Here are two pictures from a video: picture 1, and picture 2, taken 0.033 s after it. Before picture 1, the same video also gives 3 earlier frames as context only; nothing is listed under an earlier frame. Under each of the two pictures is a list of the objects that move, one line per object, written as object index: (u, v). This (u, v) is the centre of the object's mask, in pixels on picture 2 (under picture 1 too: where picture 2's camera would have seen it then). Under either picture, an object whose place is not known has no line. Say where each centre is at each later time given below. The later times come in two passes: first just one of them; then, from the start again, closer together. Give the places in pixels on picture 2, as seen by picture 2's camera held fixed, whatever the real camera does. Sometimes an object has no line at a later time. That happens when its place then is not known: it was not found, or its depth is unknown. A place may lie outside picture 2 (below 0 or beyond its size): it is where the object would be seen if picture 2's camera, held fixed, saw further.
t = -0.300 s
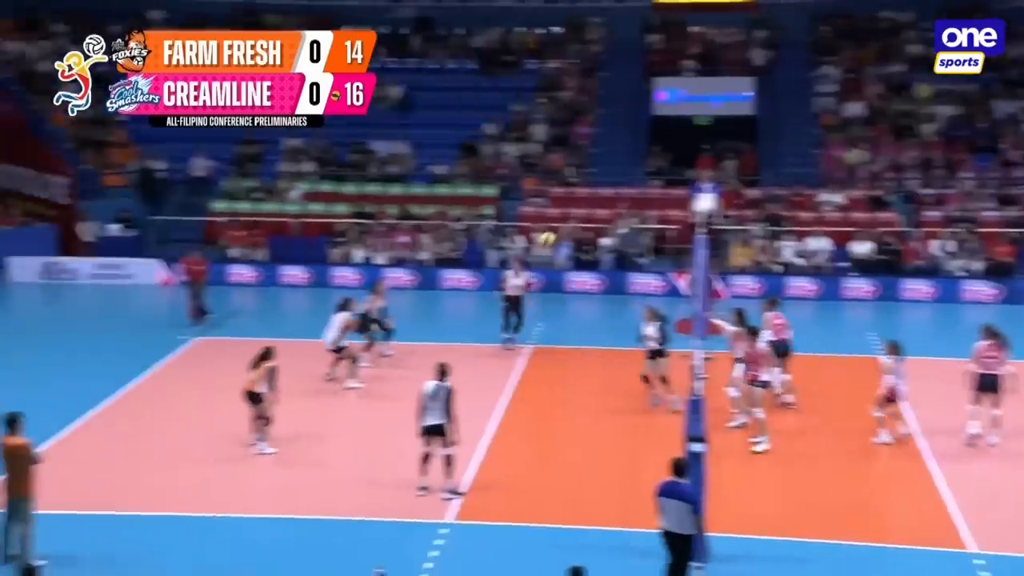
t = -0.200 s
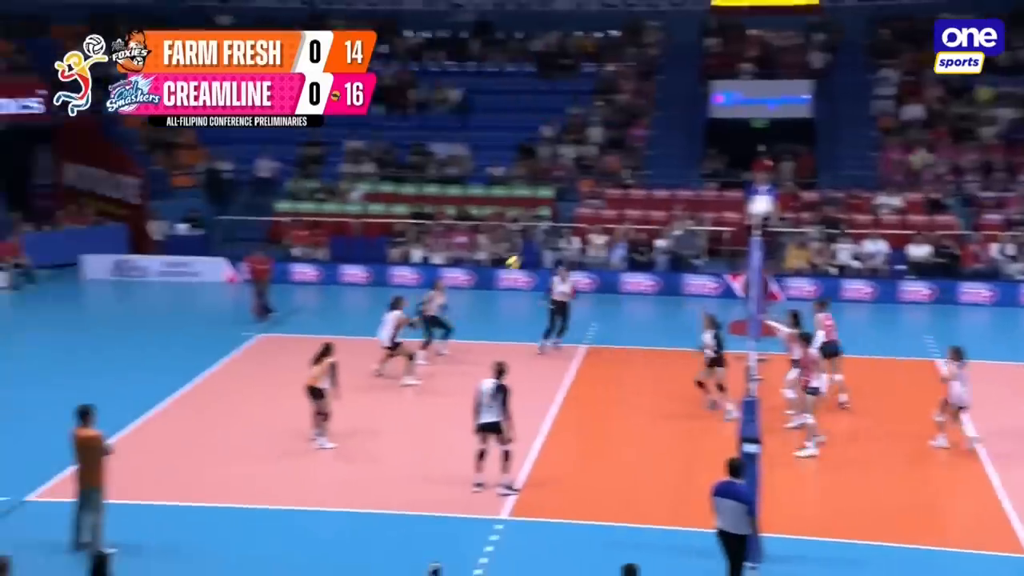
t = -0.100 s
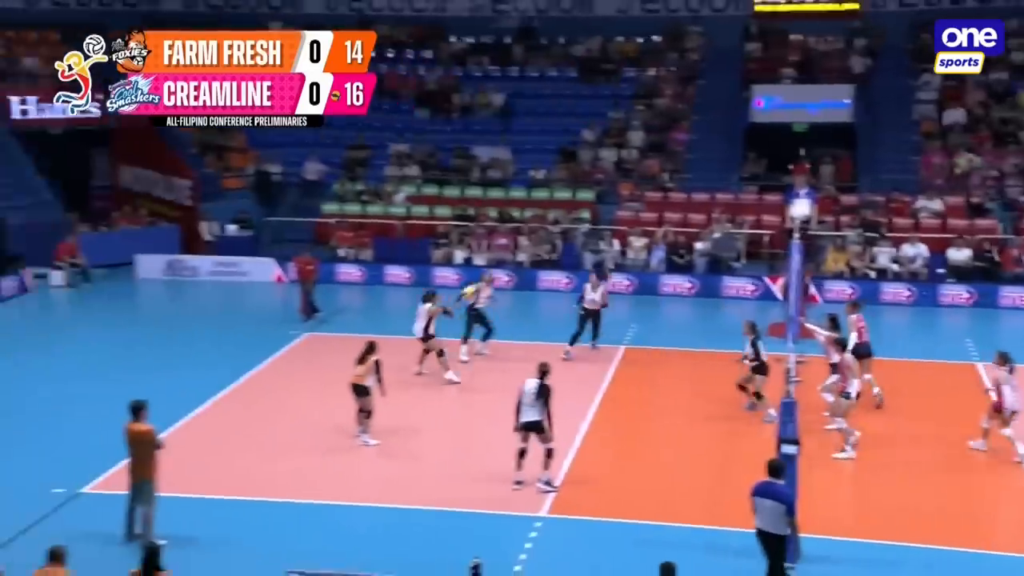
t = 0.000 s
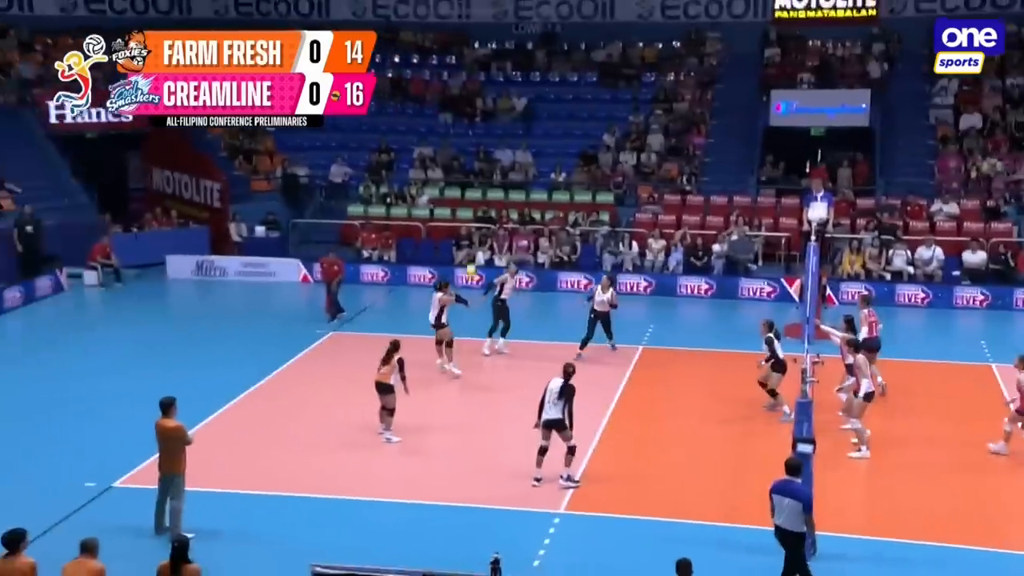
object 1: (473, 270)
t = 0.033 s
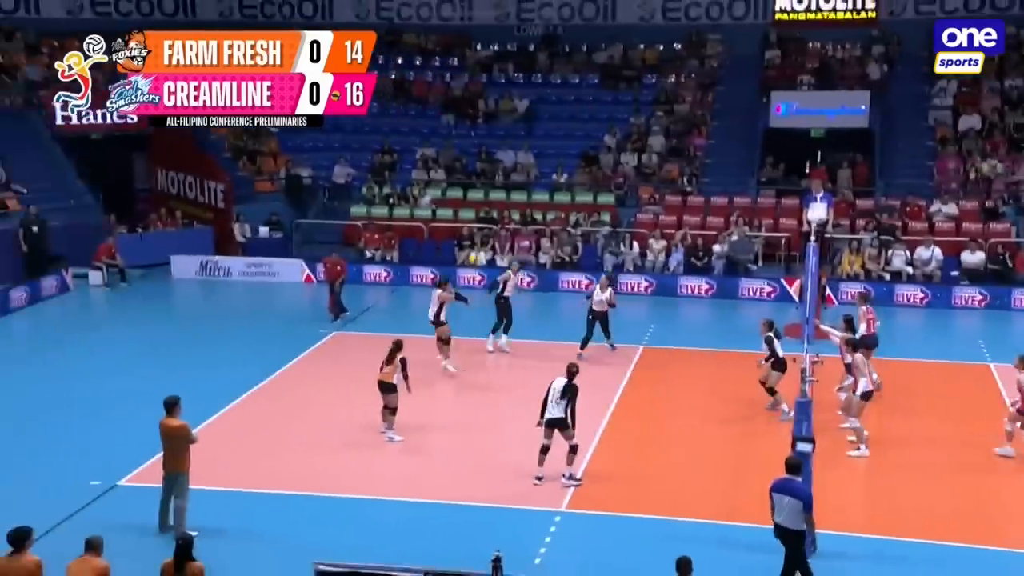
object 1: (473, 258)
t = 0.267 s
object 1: (492, 181)
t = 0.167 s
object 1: (484, 209)
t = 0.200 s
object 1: (486, 199)
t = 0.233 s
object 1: (489, 188)
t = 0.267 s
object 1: (492, 181)
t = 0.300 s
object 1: (495, 172)
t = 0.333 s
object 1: (497, 164)
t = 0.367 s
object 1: (501, 157)
